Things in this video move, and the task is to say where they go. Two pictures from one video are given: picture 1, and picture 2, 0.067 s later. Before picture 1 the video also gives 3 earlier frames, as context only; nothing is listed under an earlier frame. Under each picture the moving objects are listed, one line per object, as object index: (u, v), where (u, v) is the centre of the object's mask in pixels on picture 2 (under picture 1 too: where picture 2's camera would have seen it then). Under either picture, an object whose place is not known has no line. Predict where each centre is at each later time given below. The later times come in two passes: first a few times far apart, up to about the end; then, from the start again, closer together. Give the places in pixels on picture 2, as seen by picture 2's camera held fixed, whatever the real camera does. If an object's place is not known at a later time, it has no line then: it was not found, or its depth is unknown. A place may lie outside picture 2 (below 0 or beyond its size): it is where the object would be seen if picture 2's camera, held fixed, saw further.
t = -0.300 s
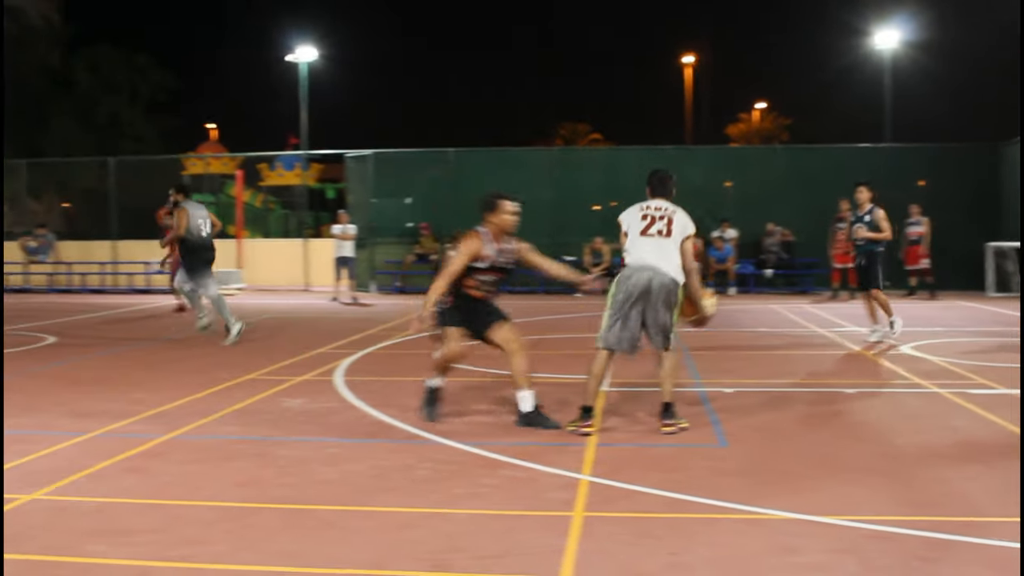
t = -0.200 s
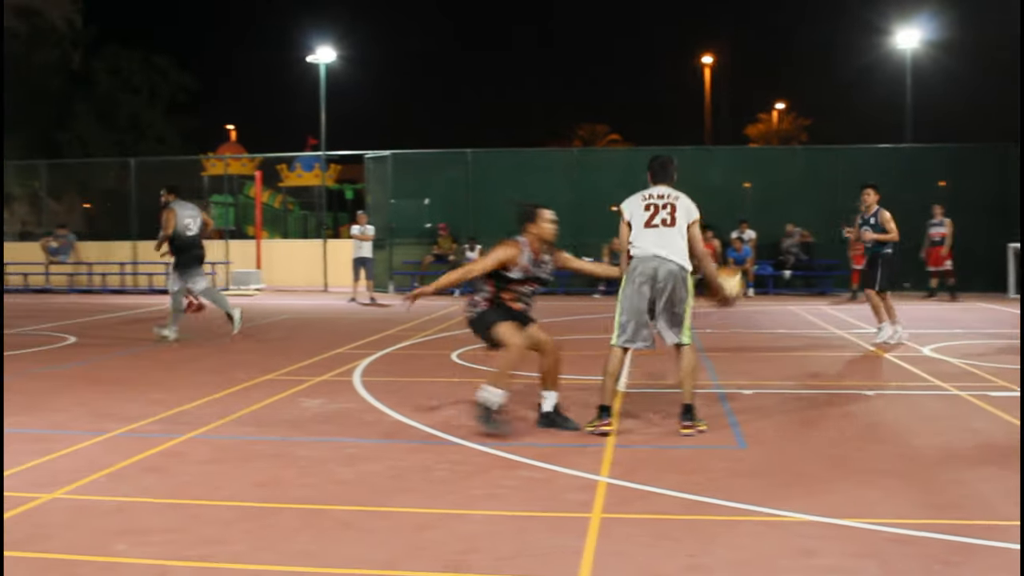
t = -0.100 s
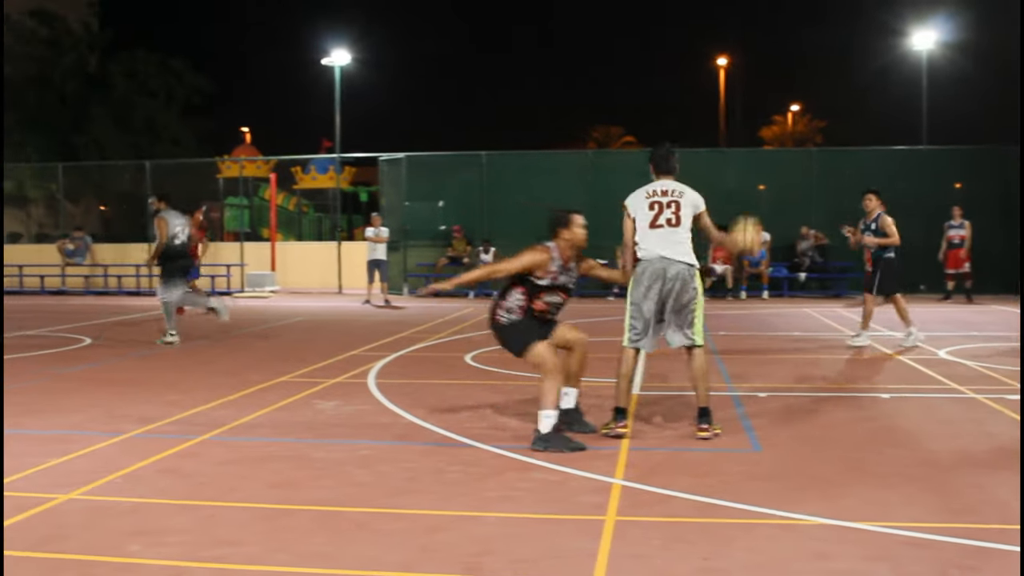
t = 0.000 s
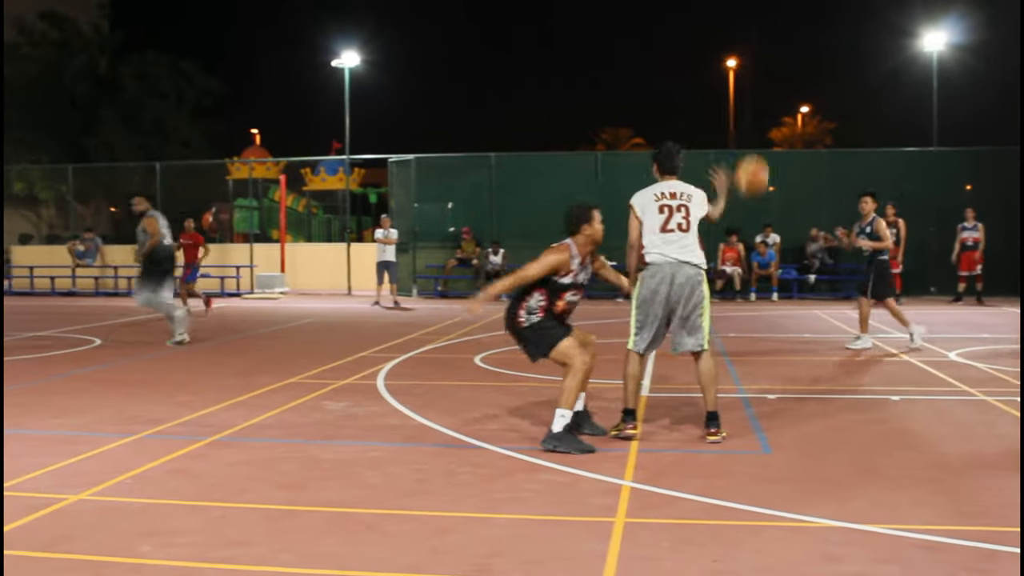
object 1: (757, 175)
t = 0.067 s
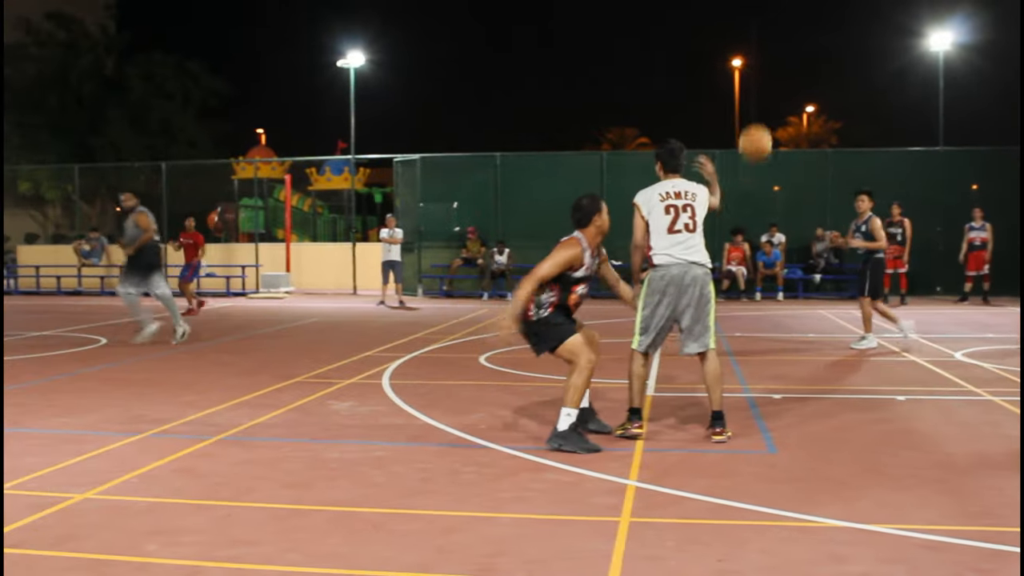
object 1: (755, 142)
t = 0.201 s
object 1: (754, 103)
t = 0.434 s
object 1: (754, 92)
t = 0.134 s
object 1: (755, 119)
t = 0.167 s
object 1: (755, 110)
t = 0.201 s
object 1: (754, 103)
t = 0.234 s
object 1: (755, 97)
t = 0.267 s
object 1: (754, 94)
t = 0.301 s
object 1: (754, 91)
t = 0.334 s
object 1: (754, 89)
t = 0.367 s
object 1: (754, 89)
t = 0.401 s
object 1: (754, 90)
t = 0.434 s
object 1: (754, 92)
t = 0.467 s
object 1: (754, 95)
